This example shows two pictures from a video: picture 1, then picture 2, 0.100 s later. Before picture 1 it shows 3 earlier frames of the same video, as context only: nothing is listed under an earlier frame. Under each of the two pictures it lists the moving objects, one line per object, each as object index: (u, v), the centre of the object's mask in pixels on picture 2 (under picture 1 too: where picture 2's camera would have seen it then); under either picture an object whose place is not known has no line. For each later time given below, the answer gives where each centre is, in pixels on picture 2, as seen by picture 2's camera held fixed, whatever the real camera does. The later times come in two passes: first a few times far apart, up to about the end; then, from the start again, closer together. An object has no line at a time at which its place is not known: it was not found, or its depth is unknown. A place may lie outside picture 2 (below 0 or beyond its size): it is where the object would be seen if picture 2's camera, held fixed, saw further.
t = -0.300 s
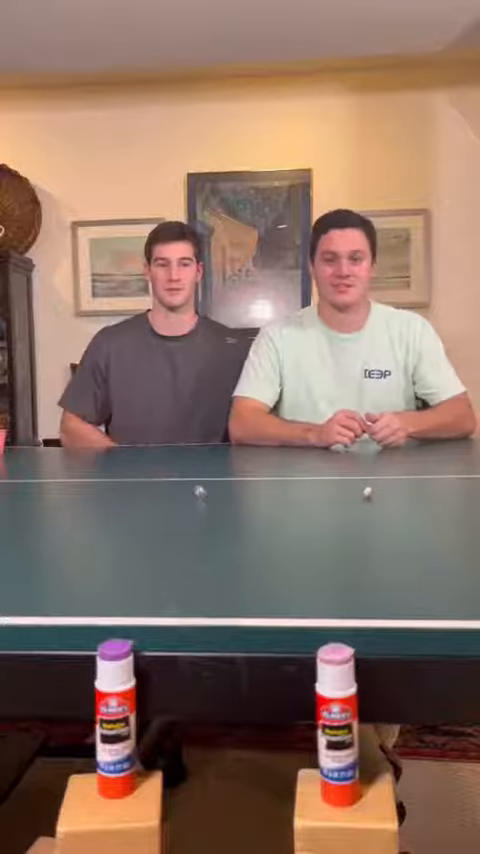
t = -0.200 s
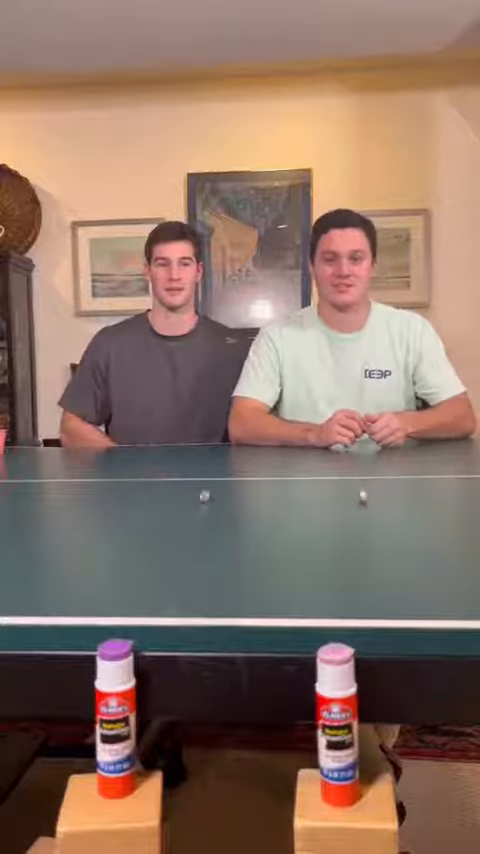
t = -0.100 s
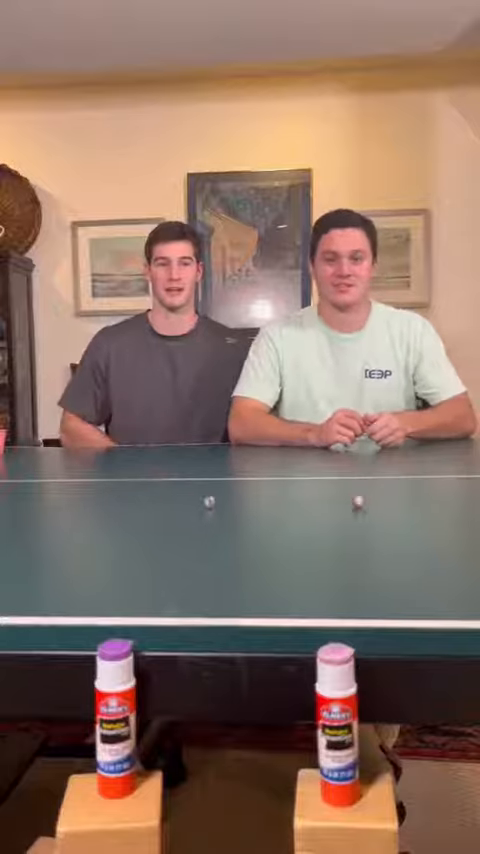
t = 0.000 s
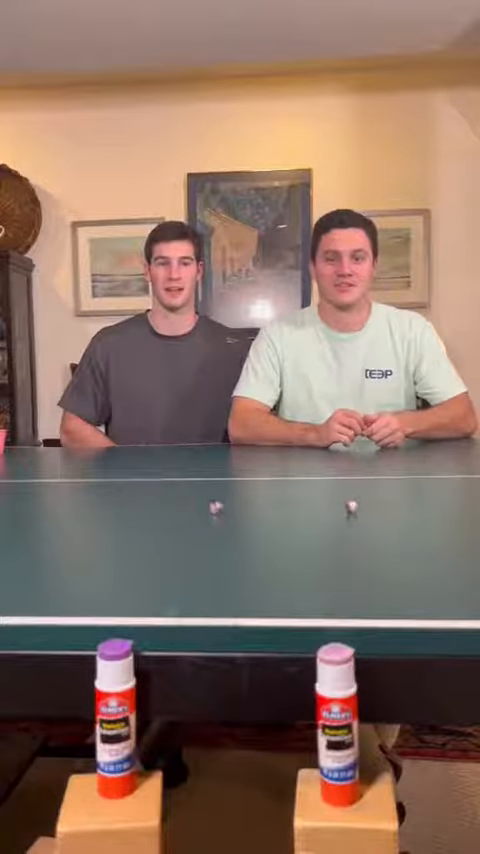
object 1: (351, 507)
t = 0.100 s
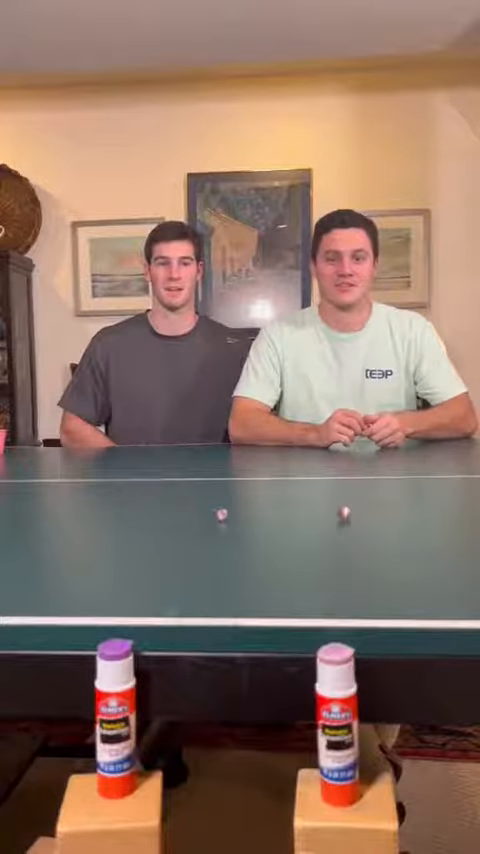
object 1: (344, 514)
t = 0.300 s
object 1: (325, 528)
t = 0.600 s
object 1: (279, 550)
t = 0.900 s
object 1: (216, 583)
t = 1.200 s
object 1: (131, 634)
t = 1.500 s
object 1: (143, 644)
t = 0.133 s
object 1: (340, 516)
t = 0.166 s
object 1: (337, 517)
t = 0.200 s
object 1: (335, 520)
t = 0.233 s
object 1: (330, 522)
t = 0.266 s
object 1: (327, 525)
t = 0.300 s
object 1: (325, 528)
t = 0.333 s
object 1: (319, 529)
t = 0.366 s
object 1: (314, 532)
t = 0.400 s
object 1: (311, 534)
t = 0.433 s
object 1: (306, 537)
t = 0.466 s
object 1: (300, 539)
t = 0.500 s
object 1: (295, 542)
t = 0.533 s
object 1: (291, 545)
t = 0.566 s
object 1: (286, 548)
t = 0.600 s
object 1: (279, 550)
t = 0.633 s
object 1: (275, 552)
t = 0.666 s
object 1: (268, 556)
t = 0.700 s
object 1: (259, 561)
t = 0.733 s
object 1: (253, 564)
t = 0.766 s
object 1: (248, 568)
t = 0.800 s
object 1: (240, 571)
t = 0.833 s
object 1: (231, 575)
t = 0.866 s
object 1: (225, 580)
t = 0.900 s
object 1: (216, 583)
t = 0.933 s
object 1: (206, 588)
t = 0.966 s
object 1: (198, 592)
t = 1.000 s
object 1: (189, 597)
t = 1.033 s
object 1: (178, 602)
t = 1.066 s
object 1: (166, 606)
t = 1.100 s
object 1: (158, 612)
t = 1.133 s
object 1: (146, 616)
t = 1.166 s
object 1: (134, 634)
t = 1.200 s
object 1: (131, 634)
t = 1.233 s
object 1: (132, 634)
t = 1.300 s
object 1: (134, 635)
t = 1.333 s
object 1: (134, 635)
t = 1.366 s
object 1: (134, 635)
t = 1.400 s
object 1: (135, 634)
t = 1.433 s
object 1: (136, 635)
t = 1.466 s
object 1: (139, 638)
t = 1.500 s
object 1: (143, 644)
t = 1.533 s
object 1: (143, 649)
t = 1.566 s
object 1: (143, 649)
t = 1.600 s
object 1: (143, 649)
